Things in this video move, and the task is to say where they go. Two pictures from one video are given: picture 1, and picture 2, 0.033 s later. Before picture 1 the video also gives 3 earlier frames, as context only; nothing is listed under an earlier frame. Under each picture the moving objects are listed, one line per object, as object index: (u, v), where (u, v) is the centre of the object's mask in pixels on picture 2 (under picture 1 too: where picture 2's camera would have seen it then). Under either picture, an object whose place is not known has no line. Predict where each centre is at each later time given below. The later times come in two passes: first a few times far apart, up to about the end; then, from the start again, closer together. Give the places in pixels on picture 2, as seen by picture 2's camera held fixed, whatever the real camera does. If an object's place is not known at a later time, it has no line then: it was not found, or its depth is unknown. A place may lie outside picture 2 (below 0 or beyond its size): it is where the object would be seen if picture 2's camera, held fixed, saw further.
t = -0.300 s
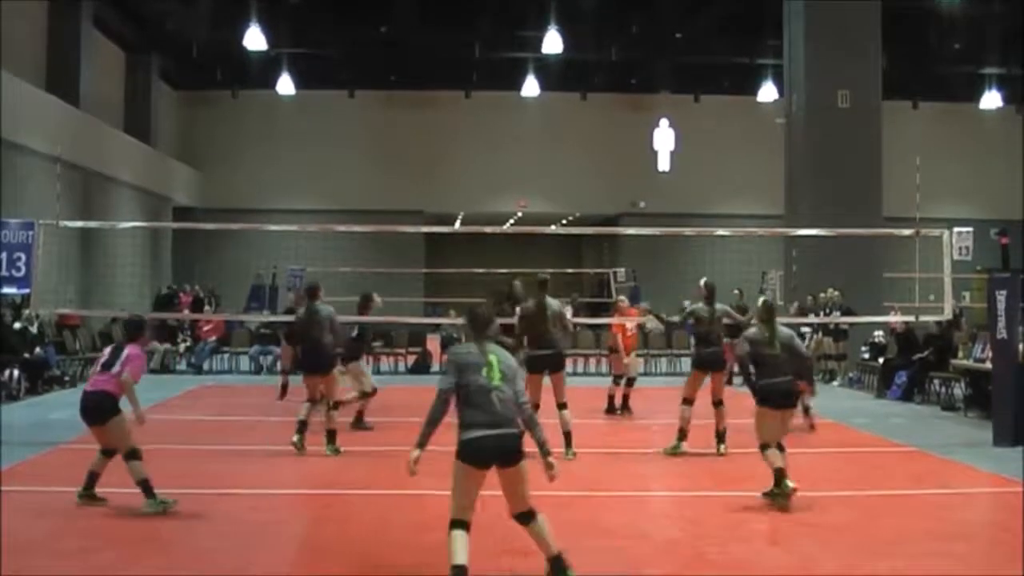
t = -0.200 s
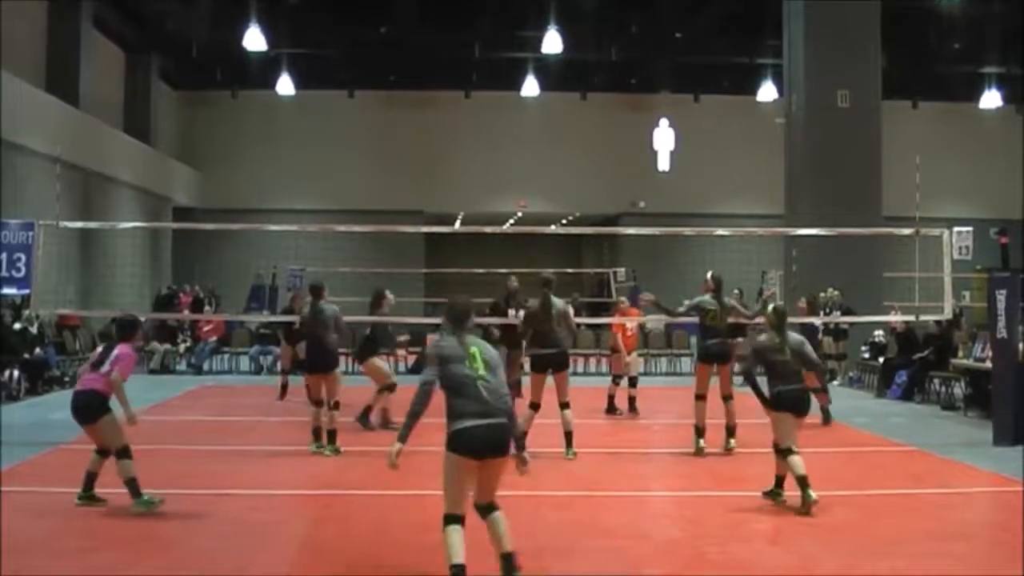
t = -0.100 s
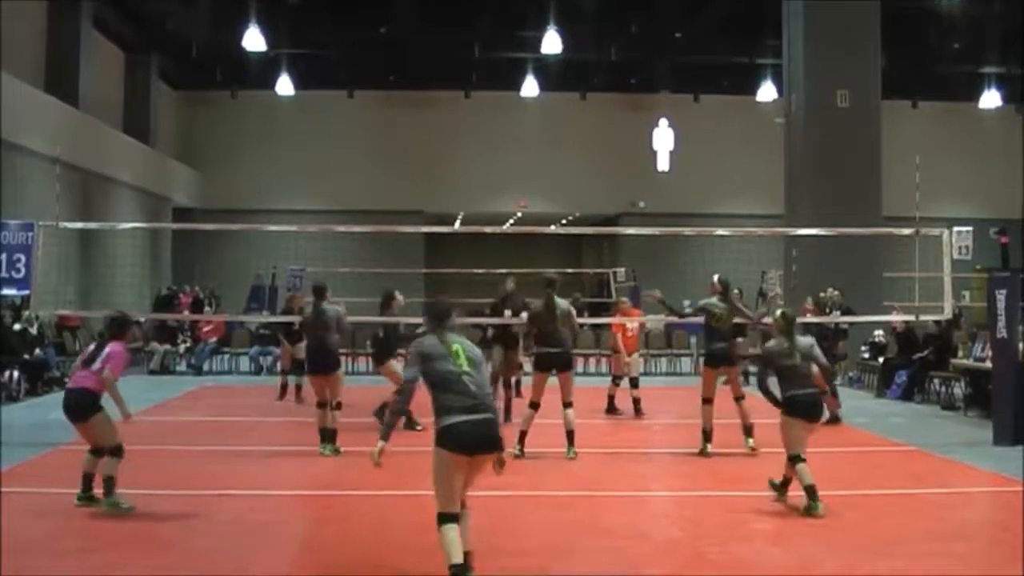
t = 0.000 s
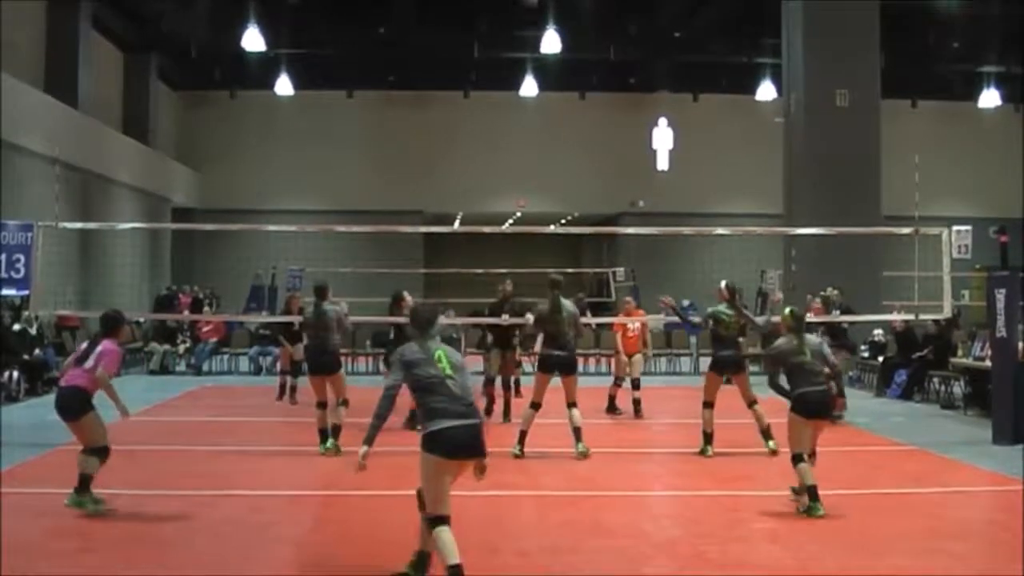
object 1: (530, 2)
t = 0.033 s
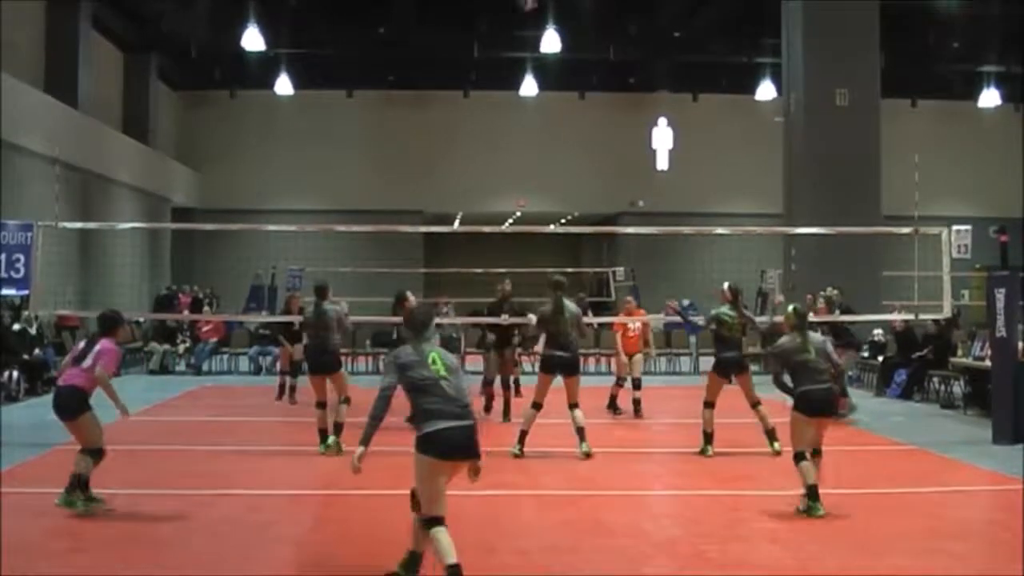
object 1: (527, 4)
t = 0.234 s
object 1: (505, 49)
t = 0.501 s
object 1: (476, 167)
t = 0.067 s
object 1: (524, 7)
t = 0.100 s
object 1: (521, 12)
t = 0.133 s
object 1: (517, 20)
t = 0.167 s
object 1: (513, 29)
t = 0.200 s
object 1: (509, 39)
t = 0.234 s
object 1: (505, 49)
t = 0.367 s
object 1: (491, 98)
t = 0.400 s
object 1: (488, 114)
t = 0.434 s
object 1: (483, 128)
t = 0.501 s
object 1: (476, 167)
